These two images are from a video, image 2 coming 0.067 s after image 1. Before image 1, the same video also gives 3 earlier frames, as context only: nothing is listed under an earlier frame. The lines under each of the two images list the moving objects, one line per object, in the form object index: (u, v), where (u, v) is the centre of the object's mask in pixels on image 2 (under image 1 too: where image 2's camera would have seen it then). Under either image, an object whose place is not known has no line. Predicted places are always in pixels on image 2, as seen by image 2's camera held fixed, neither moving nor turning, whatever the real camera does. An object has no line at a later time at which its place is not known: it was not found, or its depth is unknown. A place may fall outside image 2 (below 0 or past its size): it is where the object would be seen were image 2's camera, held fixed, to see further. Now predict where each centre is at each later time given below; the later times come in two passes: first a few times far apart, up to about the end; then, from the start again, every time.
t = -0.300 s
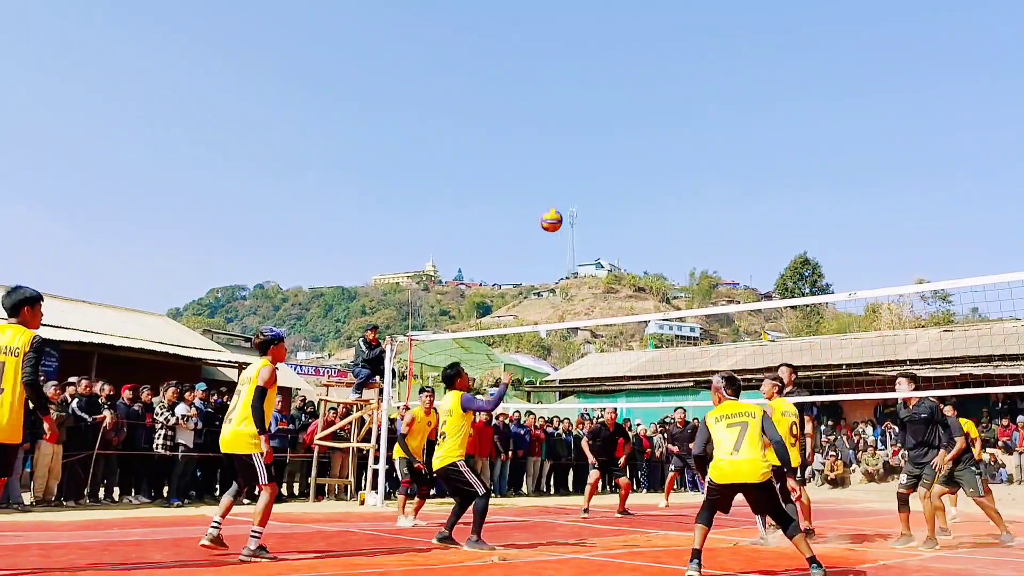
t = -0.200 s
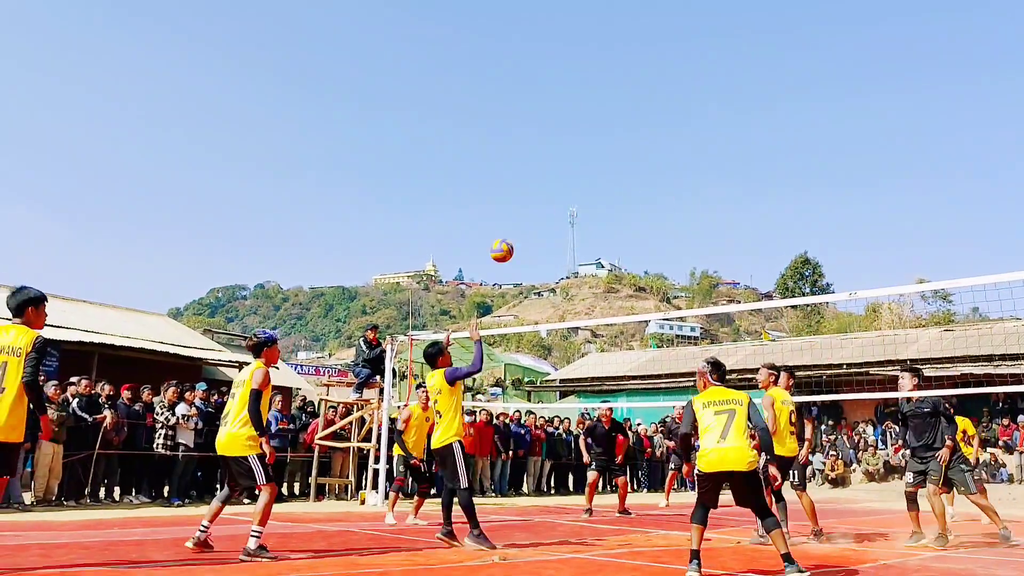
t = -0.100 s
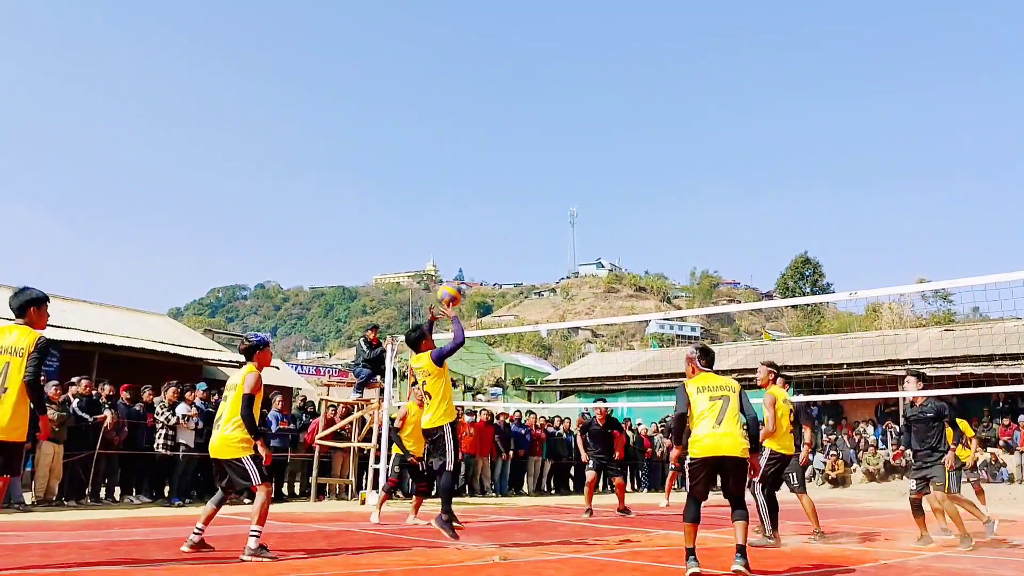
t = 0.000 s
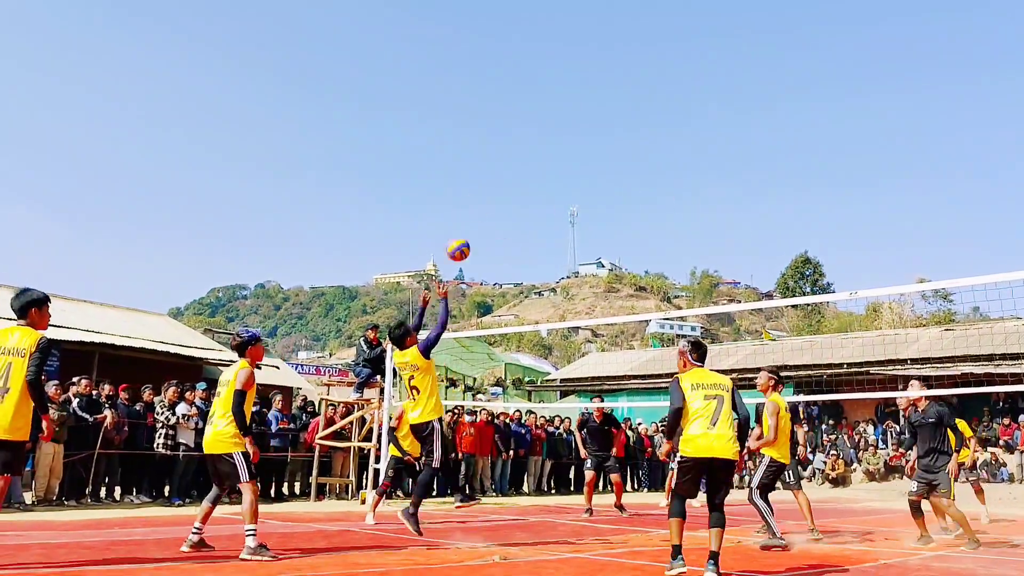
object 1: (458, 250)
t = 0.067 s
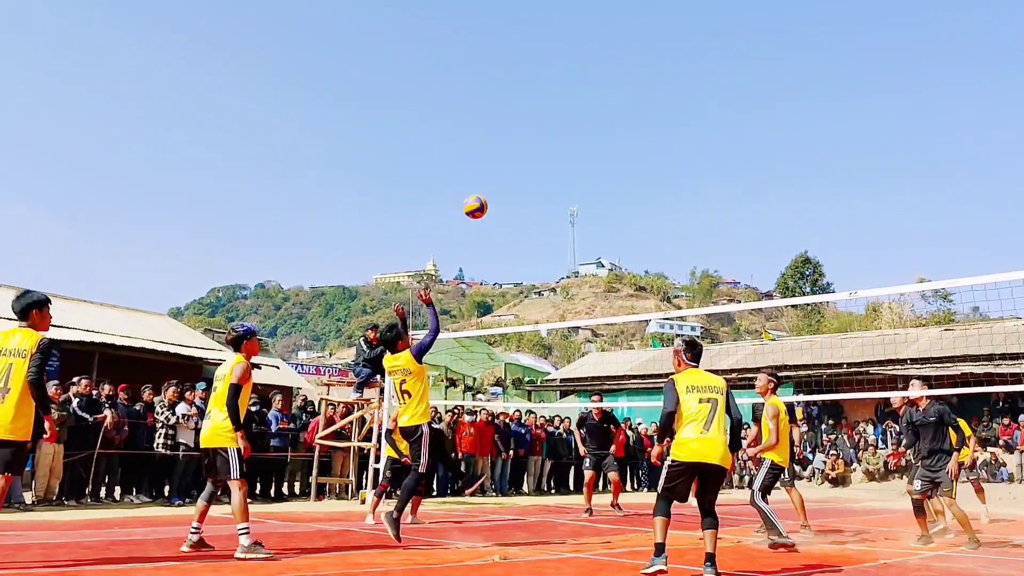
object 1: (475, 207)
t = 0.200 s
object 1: (508, 138)
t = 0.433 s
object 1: (567, 64)
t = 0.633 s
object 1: (616, 47)
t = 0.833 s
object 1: (664, 74)
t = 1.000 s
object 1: (705, 129)
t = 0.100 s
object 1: (484, 188)
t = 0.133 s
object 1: (492, 170)
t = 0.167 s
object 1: (500, 153)
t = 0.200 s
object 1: (508, 138)
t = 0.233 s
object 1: (517, 124)
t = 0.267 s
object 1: (525, 110)
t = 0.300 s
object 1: (534, 99)
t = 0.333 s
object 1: (542, 88)
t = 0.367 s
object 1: (551, 79)
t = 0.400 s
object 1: (559, 70)
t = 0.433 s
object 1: (567, 64)
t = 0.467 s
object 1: (575, 58)
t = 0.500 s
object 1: (583, 53)
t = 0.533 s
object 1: (592, 50)
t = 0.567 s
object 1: (600, 48)
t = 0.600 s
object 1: (608, 47)
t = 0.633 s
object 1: (616, 47)
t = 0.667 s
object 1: (624, 49)
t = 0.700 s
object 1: (632, 51)
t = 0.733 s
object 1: (640, 56)
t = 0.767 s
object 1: (648, 61)
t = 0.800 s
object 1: (656, 67)
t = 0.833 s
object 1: (664, 74)
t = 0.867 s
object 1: (672, 83)
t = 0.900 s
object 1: (681, 92)
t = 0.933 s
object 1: (689, 103)
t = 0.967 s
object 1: (697, 116)
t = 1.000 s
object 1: (705, 129)
